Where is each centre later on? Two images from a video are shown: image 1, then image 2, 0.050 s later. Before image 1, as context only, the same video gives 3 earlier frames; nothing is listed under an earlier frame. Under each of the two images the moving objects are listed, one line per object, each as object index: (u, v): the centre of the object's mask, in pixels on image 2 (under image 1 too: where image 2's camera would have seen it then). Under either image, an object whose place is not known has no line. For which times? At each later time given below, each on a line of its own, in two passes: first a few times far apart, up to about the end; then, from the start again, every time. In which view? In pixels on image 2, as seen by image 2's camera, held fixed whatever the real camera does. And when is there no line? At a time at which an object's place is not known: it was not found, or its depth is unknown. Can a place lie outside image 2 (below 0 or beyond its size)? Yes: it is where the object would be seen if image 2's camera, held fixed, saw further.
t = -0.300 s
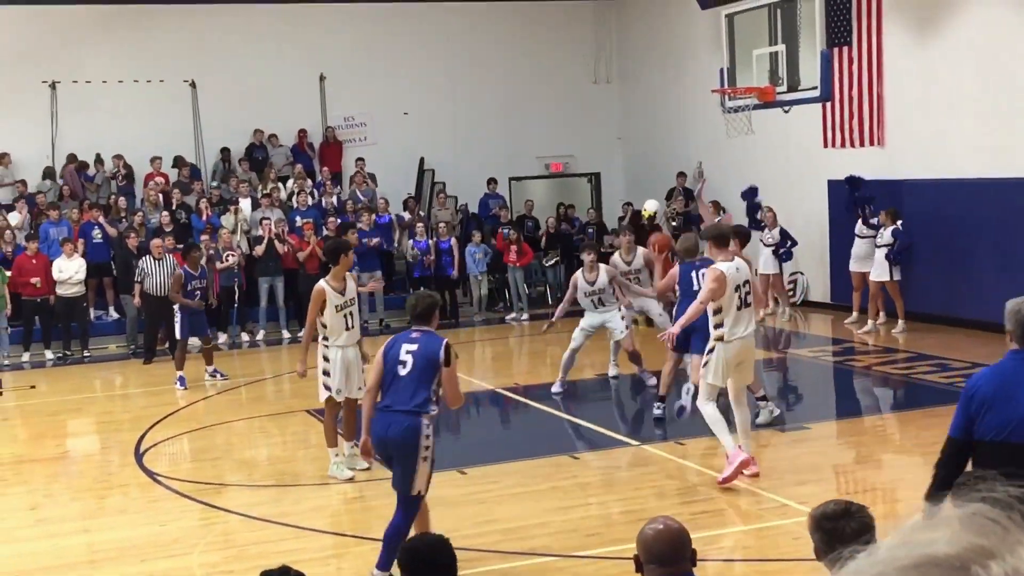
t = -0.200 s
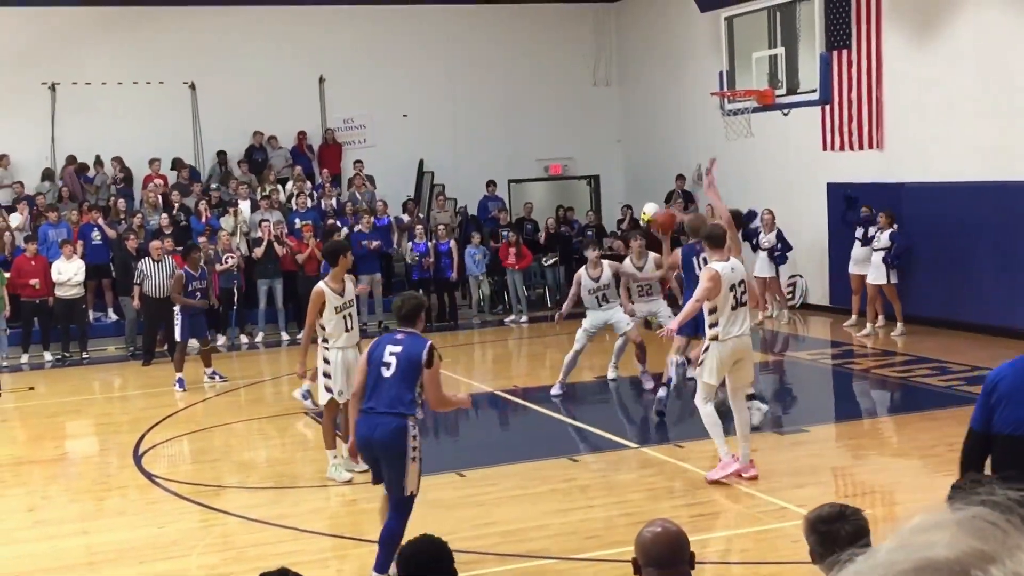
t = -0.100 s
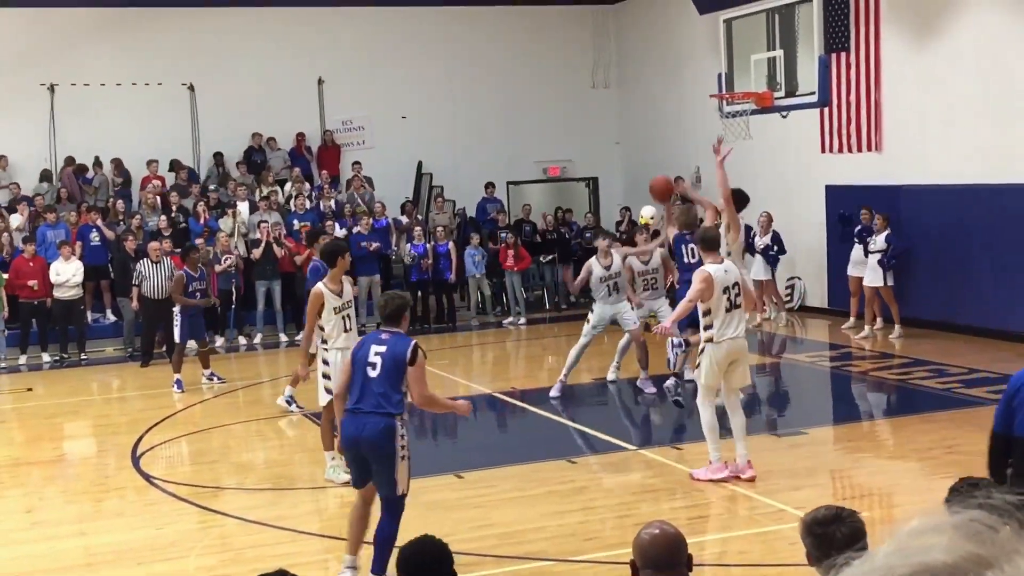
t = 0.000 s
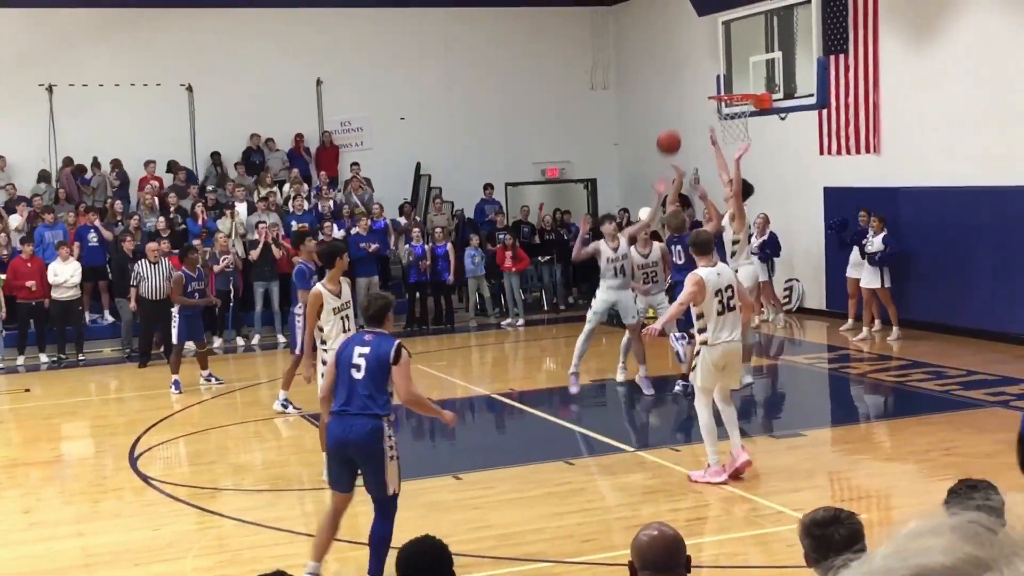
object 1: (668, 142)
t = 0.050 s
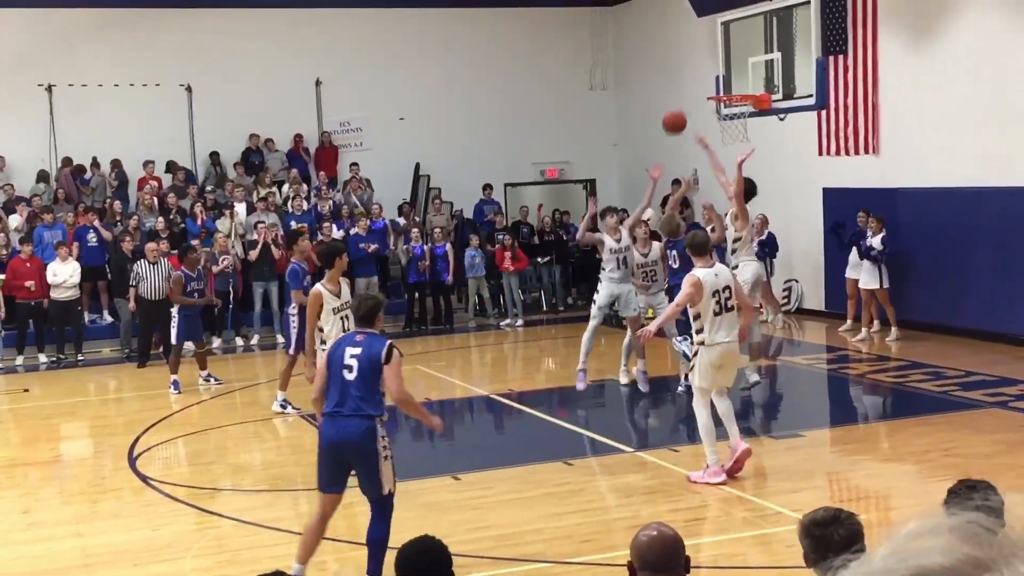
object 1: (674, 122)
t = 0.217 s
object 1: (697, 70)
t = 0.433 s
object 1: (726, 45)
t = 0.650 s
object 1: (732, 65)
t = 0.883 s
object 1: (697, 75)
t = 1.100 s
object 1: (664, 91)
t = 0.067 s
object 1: (677, 115)
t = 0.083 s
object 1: (679, 109)
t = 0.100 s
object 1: (681, 103)
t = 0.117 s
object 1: (684, 98)
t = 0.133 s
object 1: (686, 92)
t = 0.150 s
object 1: (688, 87)
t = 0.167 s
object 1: (690, 83)
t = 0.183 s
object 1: (692, 78)
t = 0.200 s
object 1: (695, 74)
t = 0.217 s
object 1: (697, 70)
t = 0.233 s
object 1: (699, 66)
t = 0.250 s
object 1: (702, 63)
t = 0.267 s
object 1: (704, 60)
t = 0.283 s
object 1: (706, 57)
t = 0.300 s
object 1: (708, 55)
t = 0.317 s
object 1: (710, 53)
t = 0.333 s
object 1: (712, 51)
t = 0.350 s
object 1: (715, 49)
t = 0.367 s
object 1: (718, 48)
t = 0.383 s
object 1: (720, 47)
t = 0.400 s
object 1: (722, 46)
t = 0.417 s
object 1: (724, 45)
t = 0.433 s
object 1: (726, 45)
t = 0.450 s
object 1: (729, 45)
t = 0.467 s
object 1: (731, 45)
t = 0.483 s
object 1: (733, 46)
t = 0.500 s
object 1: (735, 46)
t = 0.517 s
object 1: (738, 48)
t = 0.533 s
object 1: (740, 49)
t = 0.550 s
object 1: (742, 50)
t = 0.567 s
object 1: (744, 53)
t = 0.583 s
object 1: (743, 54)
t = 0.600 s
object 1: (741, 57)
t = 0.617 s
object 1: (738, 59)
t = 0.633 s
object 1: (735, 62)
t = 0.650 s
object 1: (732, 65)
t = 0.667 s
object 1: (730, 68)
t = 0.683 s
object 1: (728, 72)
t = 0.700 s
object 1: (725, 76)
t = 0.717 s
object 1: (722, 80)
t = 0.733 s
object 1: (720, 85)
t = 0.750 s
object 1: (719, 86)
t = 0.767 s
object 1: (715, 84)
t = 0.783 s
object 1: (713, 82)
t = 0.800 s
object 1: (710, 81)
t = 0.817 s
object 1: (707, 79)
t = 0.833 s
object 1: (705, 78)
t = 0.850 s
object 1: (702, 77)
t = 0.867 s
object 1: (699, 76)
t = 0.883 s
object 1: (697, 75)
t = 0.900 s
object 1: (694, 75)
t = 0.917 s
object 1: (691, 75)
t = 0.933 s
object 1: (689, 75)
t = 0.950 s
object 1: (686, 75)
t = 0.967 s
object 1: (684, 76)
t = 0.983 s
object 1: (681, 77)
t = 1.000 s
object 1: (679, 78)
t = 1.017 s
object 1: (676, 80)
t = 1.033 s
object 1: (674, 81)
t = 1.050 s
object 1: (671, 84)
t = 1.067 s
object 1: (669, 86)
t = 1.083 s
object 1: (666, 88)
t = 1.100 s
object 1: (664, 91)
